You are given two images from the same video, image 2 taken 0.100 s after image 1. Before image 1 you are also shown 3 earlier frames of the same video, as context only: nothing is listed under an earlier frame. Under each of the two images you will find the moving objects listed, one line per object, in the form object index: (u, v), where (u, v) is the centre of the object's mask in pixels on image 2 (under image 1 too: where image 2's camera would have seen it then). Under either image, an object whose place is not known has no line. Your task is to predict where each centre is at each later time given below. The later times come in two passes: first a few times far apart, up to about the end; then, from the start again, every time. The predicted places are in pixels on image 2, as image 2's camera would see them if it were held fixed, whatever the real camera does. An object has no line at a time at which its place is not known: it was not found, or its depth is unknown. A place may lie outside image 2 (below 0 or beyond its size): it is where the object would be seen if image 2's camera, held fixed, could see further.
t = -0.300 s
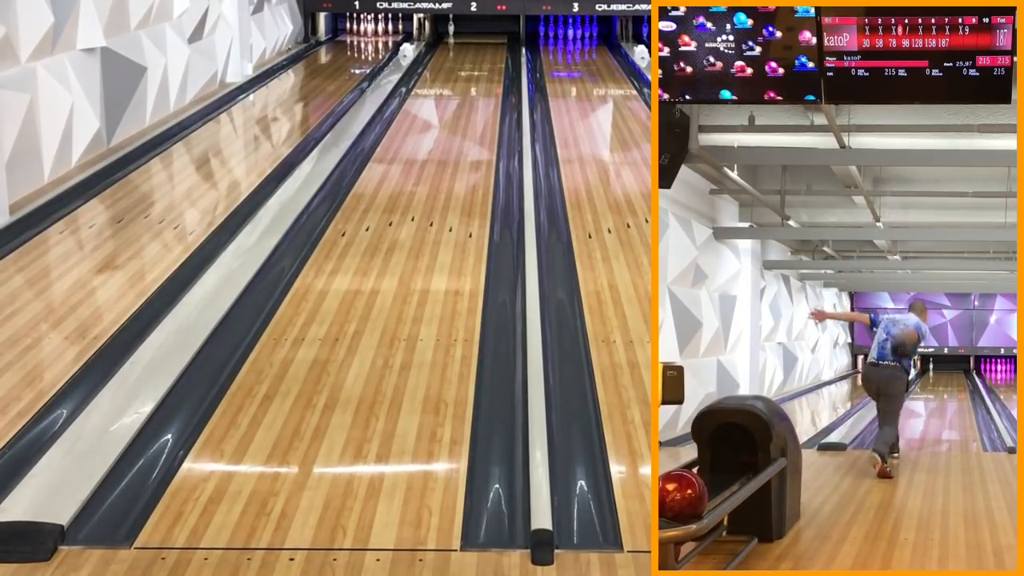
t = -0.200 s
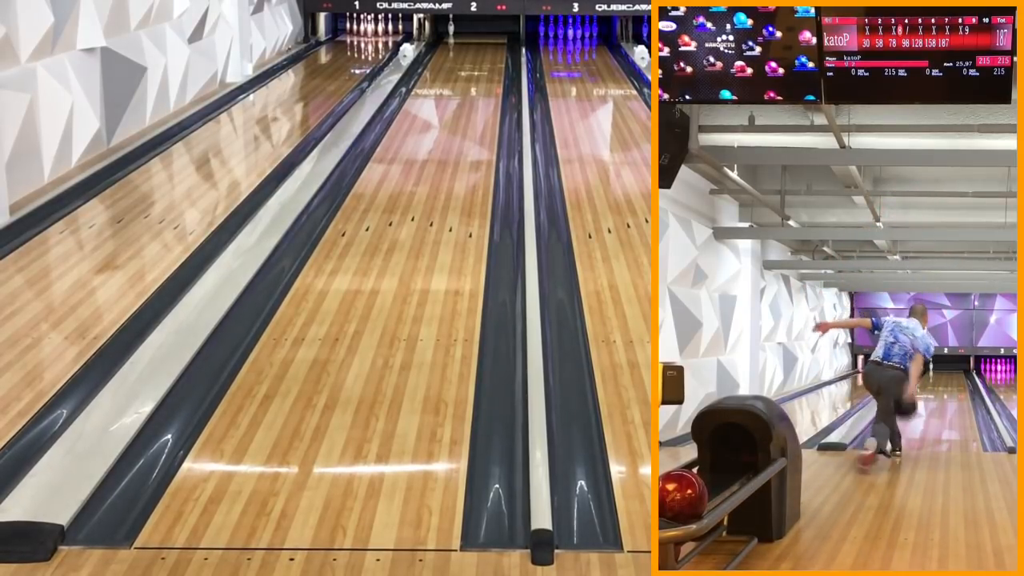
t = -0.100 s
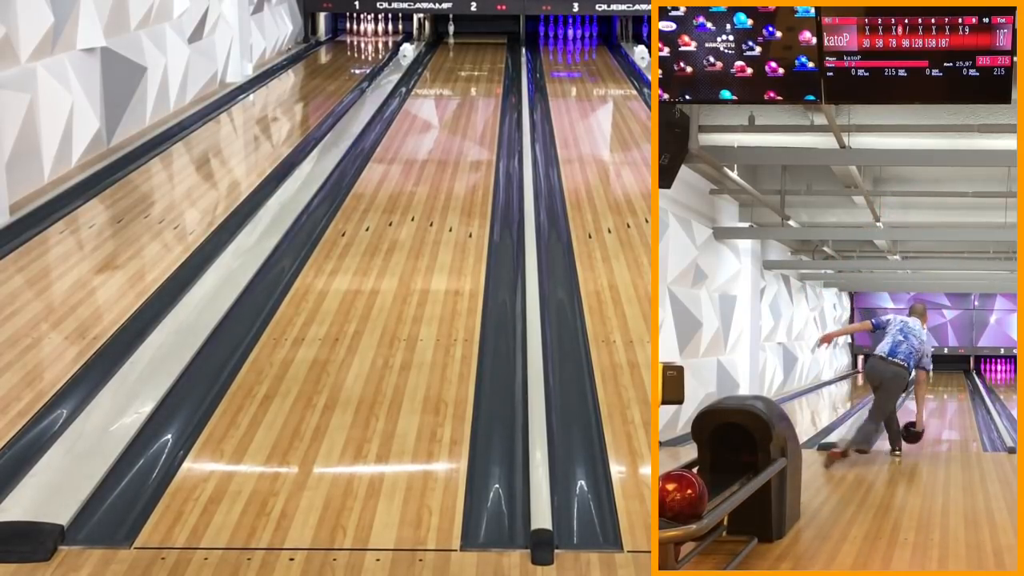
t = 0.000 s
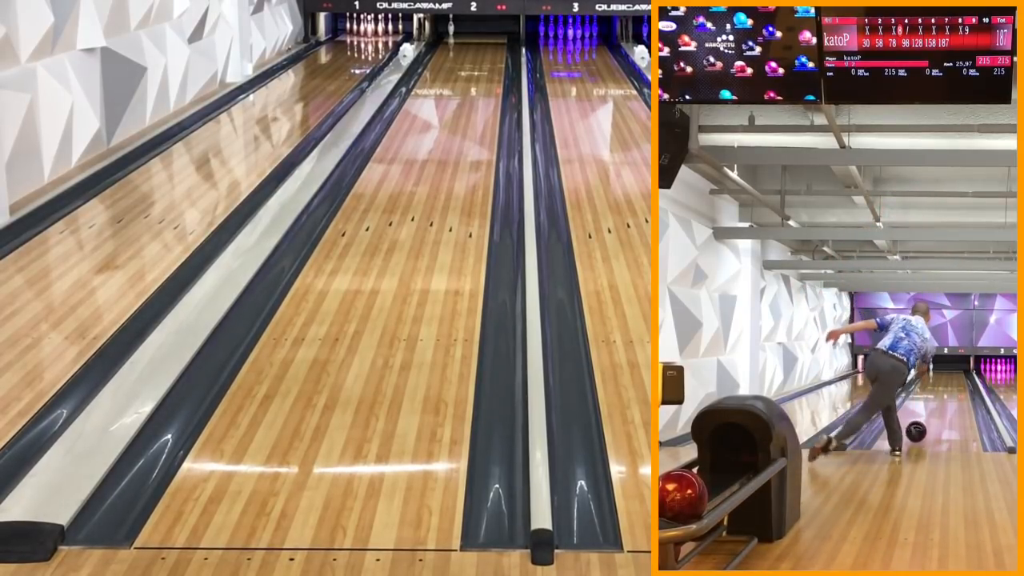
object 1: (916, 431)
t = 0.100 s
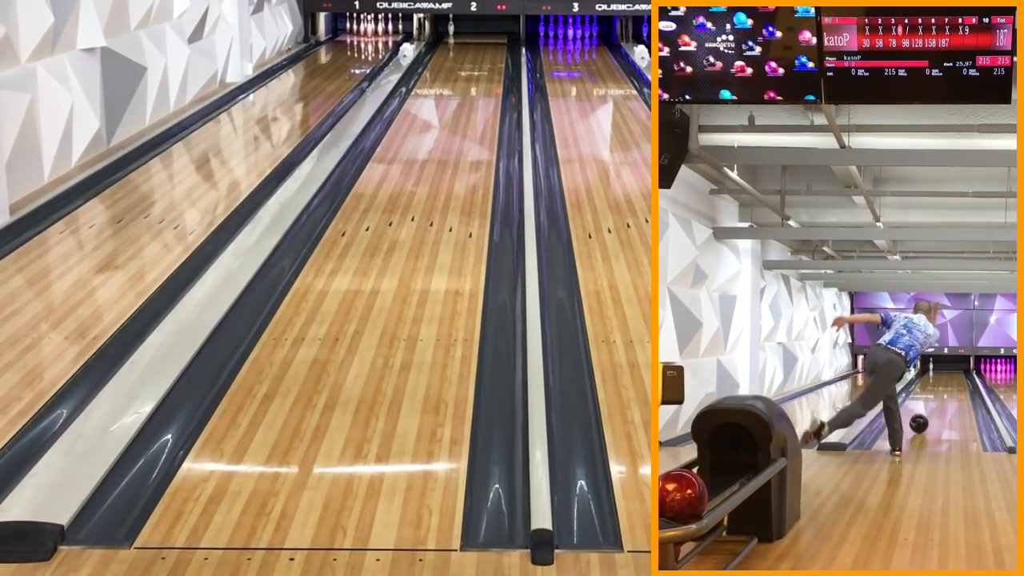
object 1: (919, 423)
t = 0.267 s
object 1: (922, 412)
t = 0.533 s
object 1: (927, 399)
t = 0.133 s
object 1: (919, 421)
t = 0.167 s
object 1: (920, 419)
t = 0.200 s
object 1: (921, 416)
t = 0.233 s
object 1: (922, 414)
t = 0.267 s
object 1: (922, 412)
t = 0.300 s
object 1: (923, 410)
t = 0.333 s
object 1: (924, 408)
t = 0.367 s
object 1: (924, 406)
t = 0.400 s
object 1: (924, 405)
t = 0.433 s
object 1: (925, 403)
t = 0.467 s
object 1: (925, 402)
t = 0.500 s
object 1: (926, 400)
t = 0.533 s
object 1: (927, 399)
